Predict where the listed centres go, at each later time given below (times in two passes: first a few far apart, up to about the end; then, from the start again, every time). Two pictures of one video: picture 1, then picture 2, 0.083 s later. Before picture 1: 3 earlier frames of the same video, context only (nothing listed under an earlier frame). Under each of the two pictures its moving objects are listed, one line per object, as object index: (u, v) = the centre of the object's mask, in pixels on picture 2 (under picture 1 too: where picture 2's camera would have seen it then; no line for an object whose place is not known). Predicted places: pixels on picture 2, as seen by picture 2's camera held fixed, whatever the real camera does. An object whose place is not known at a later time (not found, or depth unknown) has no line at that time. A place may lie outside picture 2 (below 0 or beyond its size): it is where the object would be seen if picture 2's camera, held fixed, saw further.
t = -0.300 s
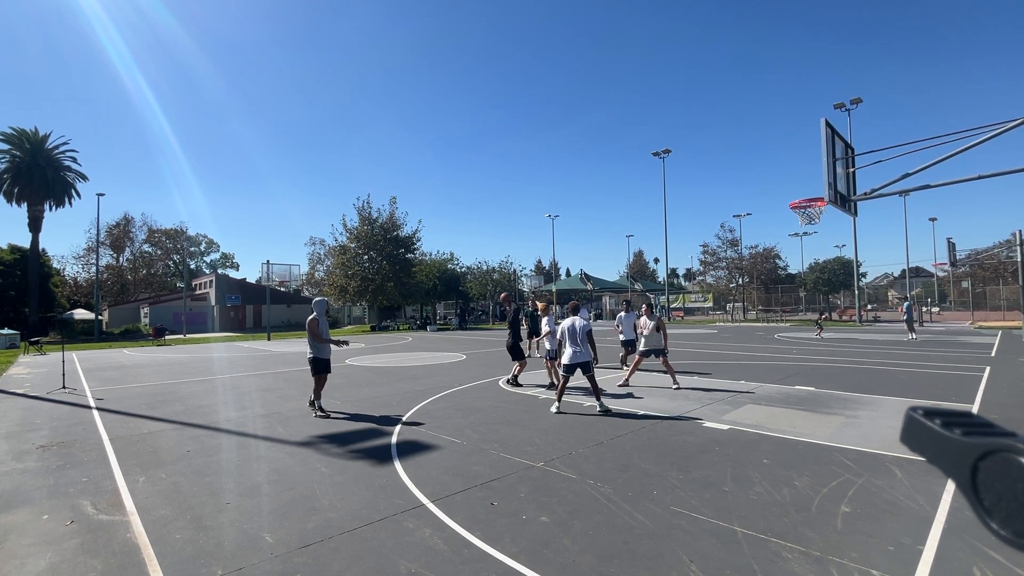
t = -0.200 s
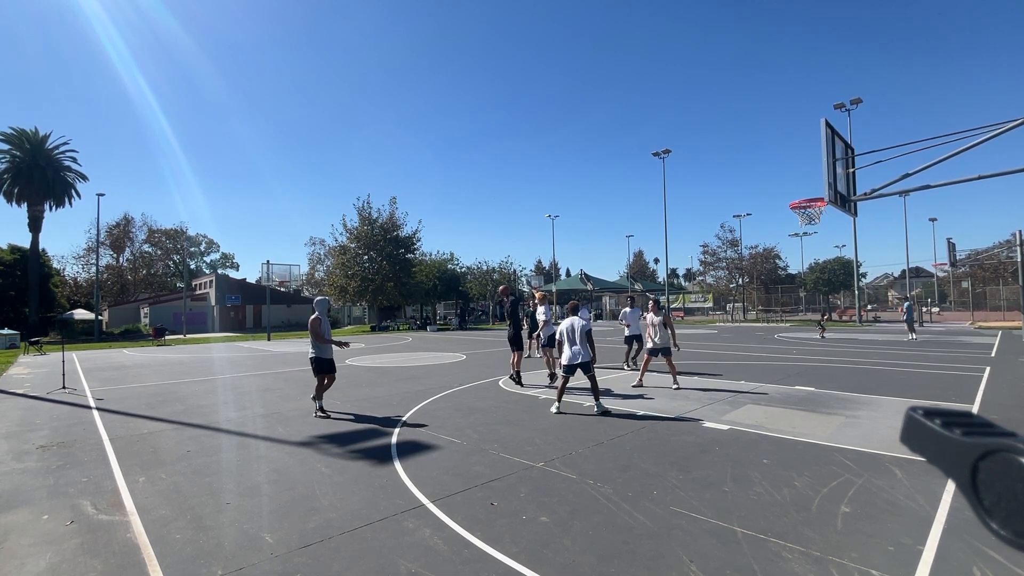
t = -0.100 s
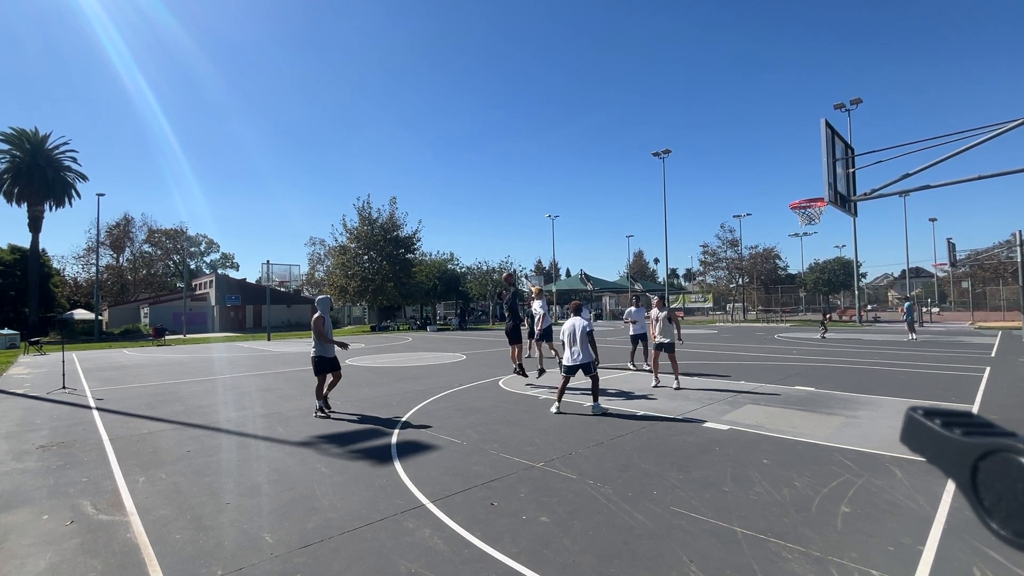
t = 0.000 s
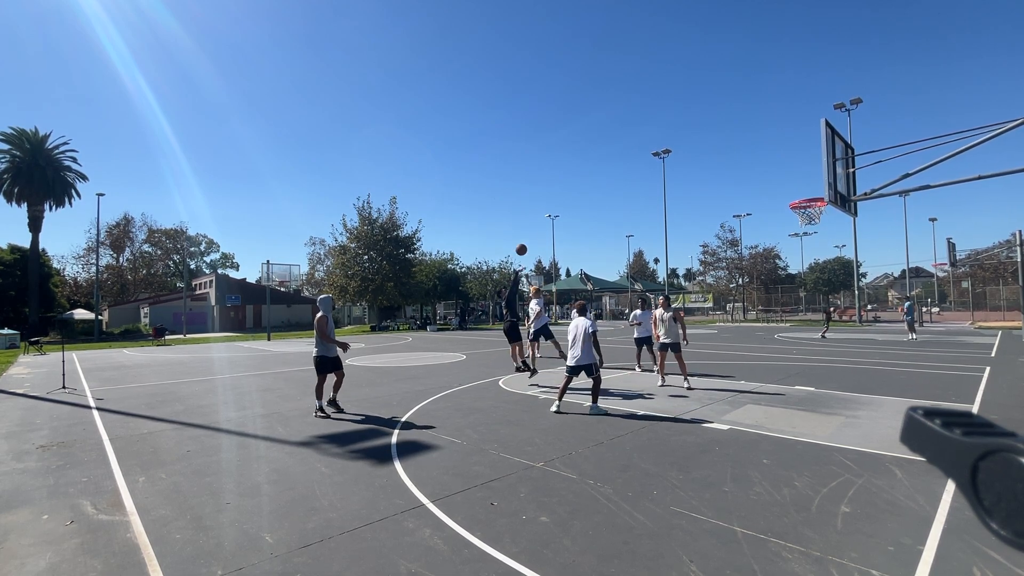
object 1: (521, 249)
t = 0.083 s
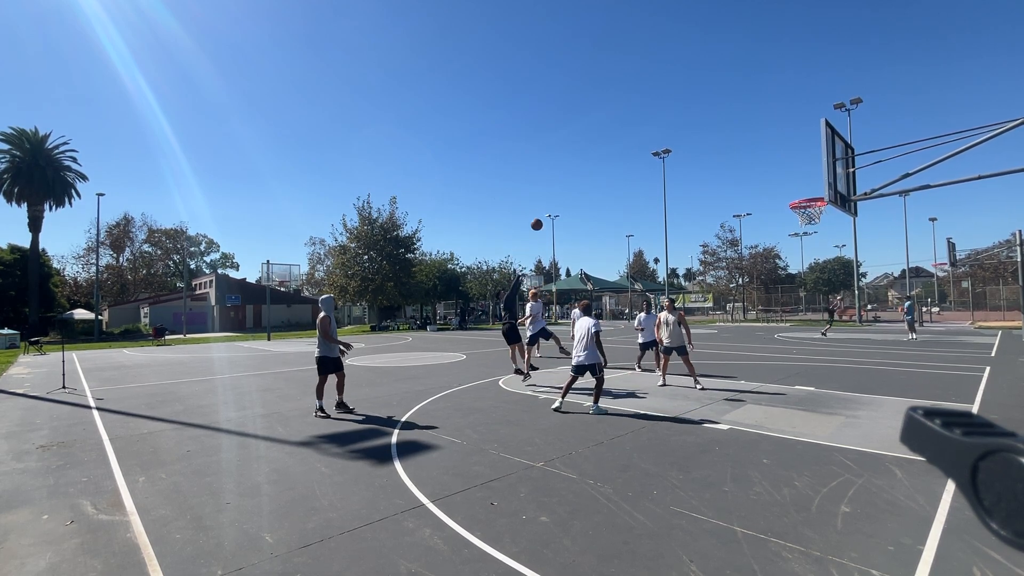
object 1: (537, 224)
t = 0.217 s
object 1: (563, 190)
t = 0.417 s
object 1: (606, 151)
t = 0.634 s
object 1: (659, 130)
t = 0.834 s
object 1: (715, 132)
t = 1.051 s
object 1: (786, 164)
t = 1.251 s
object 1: (816, 164)
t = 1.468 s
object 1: (805, 123)
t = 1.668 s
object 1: (796, 114)
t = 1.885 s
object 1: (788, 131)
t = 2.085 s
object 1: (783, 168)
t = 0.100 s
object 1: (540, 220)
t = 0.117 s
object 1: (543, 215)
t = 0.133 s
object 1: (546, 210)
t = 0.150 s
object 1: (550, 206)
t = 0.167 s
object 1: (553, 202)
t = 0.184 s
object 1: (556, 198)
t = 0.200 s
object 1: (560, 194)
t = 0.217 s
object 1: (563, 190)
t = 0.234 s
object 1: (566, 186)
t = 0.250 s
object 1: (570, 182)
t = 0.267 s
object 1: (573, 179)
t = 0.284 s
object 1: (577, 175)
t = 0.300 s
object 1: (580, 172)
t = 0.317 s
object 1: (584, 169)
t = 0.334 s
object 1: (587, 166)
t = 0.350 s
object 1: (591, 162)
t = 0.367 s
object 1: (595, 160)
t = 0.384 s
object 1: (599, 157)
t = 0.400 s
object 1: (602, 154)
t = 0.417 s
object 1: (606, 151)
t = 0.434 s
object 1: (610, 149)
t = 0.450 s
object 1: (614, 147)
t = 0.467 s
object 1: (618, 144)
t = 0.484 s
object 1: (622, 142)
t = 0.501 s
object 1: (626, 140)
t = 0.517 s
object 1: (630, 138)
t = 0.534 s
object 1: (634, 137)
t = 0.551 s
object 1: (638, 135)
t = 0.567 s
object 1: (642, 134)
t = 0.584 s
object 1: (646, 133)
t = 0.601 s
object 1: (650, 132)
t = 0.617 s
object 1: (655, 131)
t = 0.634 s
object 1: (659, 130)
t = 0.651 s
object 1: (663, 129)
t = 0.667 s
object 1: (668, 129)
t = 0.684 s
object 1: (672, 128)
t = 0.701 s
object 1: (677, 128)
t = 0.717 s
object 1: (682, 128)
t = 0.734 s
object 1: (686, 128)
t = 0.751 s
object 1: (691, 128)
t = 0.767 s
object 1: (696, 129)
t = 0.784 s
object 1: (700, 129)
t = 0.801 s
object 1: (705, 130)
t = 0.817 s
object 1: (710, 131)
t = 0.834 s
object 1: (715, 132)
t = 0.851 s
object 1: (720, 133)
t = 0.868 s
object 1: (725, 135)
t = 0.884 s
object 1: (731, 137)
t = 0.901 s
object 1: (736, 138)
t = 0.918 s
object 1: (741, 140)
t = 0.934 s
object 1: (747, 142)
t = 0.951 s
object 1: (752, 145)
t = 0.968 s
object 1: (757, 148)
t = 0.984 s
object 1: (763, 150)
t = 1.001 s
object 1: (769, 153)
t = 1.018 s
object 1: (774, 156)
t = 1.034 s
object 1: (780, 160)
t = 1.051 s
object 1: (786, 164)
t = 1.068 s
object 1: (792, 168)
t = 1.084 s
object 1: (798, 171)
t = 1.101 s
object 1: (804, 176)
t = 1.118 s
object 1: (810, 181)
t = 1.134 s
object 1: (816, 185)
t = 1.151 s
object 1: (819, 190)
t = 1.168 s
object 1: (819, 189)
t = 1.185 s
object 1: (819, 184)
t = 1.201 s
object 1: (818, 179)
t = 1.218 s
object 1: (817, 174)
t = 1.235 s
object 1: (817, 169)
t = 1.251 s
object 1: (816, 164)
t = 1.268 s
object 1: (815, 160)
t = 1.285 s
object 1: (815, 156)
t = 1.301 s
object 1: (814, 152)
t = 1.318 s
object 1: (813, 148)
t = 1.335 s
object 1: (813, 144)
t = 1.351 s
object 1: (812, 141)
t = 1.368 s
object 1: (811, 138)
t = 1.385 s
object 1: (810, 135)
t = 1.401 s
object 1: (809, 132)
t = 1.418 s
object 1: (808, 130)
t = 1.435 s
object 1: (807, 128)
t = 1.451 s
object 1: (806, 125)
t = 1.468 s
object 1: (805, 123)
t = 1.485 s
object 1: (804, 122)
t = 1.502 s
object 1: (804, 120)
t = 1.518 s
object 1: (803, 119)
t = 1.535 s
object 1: (802, 117)
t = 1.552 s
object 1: (801, 116)
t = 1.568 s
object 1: (800, 115)
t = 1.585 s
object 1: (800, 115)
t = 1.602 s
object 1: (799, 114)
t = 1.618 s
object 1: (798, 114)
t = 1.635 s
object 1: (797, 114)
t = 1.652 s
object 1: (797, 114)
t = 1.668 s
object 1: (796, 114)
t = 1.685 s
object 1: (795, 114)
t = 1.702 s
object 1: (794, 115)
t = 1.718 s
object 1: (794, 115)
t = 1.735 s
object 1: (793, 116)
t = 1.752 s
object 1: (793, 117)
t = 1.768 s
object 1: (792, 118)
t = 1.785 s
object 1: (791, 119)
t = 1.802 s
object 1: (791, 121)
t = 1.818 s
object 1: (790, 123)
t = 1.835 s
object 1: (790, 124)
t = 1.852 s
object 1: (789, 126)
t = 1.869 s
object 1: (789, 128)
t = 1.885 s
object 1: (788, 131)
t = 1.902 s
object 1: (788, 133)
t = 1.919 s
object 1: (787, 135)
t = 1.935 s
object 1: (787, 138)
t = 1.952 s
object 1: (786, 141)
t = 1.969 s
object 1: (786, 144)
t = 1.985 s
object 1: (785, 147)
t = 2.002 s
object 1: (785, 150)
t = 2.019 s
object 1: (785, 153)
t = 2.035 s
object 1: (784, 157)
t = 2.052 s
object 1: (784, 160)
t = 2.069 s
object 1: (784, 164)
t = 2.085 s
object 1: (783, 168)
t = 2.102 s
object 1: (783, 172)
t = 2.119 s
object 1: (783, 177)
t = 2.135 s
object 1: (782, 181)
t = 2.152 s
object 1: (782, 186)
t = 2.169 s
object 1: (782, 190)
